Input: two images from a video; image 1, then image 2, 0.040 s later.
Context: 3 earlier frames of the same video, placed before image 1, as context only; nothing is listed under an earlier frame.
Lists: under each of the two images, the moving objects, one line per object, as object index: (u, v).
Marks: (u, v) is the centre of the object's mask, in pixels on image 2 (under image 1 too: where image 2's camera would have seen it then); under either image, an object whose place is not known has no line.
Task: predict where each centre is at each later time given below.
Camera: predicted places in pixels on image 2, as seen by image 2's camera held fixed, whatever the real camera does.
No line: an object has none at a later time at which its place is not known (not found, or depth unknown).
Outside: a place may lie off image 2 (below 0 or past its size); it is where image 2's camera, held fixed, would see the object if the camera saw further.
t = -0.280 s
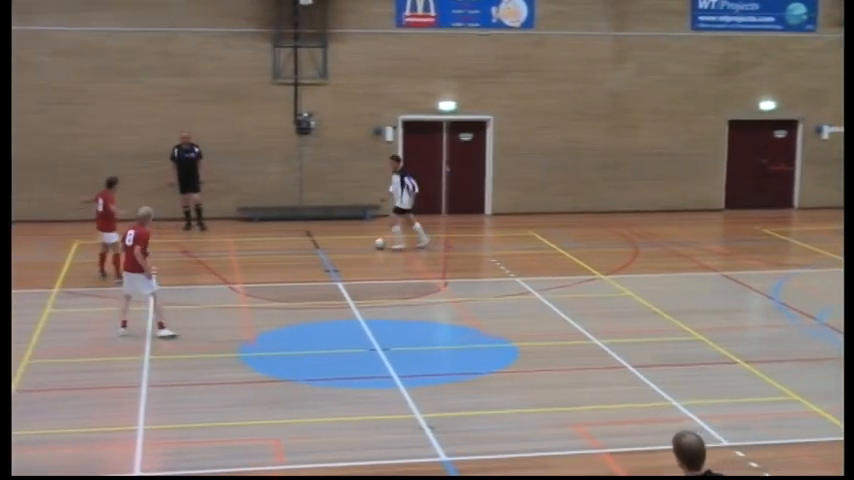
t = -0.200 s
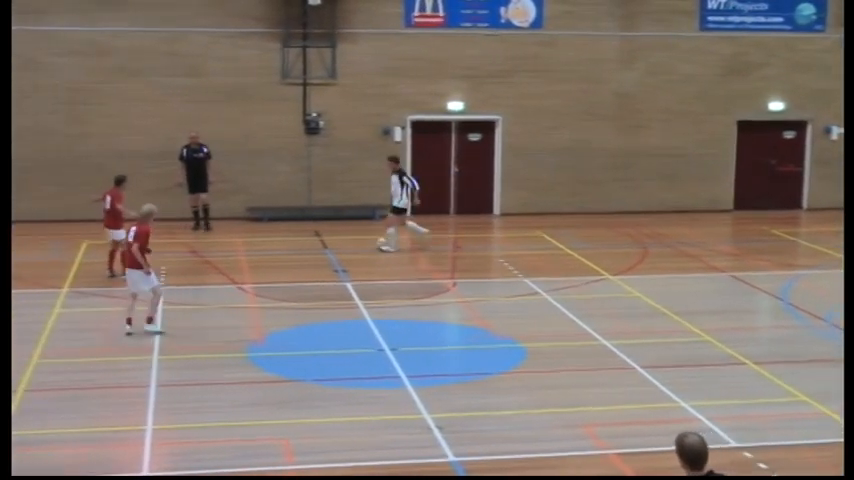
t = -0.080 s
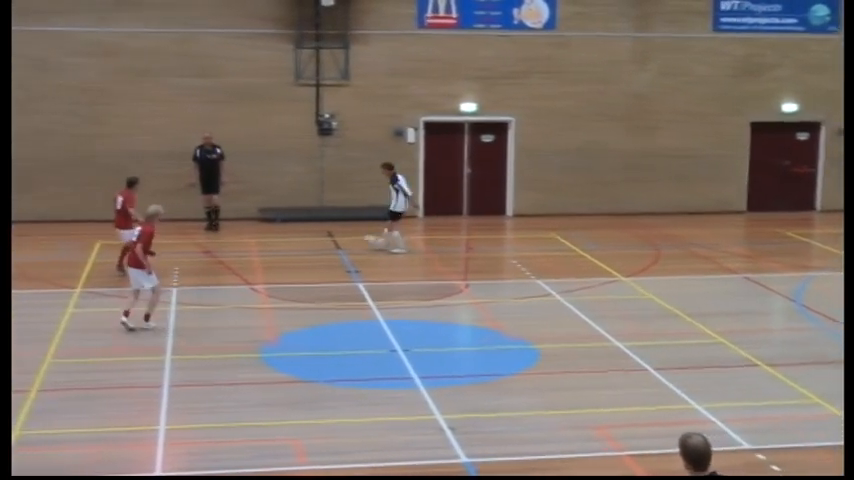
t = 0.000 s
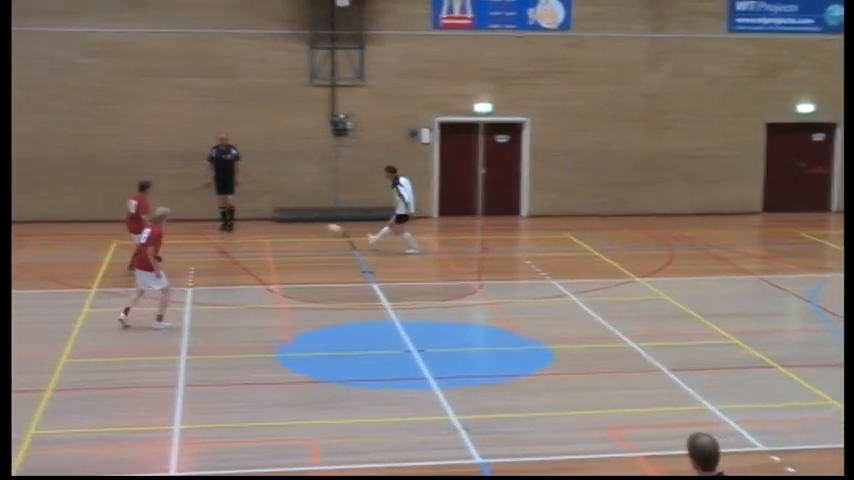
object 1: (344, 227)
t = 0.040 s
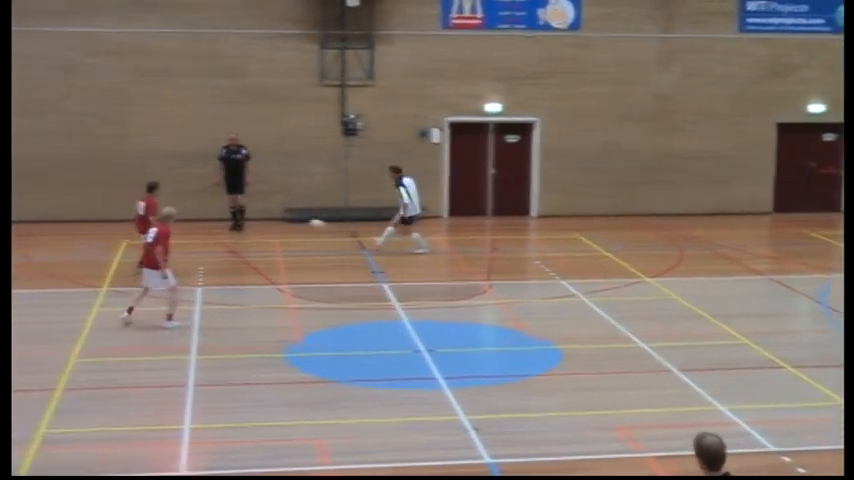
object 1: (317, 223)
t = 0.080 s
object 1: (290, 220)
